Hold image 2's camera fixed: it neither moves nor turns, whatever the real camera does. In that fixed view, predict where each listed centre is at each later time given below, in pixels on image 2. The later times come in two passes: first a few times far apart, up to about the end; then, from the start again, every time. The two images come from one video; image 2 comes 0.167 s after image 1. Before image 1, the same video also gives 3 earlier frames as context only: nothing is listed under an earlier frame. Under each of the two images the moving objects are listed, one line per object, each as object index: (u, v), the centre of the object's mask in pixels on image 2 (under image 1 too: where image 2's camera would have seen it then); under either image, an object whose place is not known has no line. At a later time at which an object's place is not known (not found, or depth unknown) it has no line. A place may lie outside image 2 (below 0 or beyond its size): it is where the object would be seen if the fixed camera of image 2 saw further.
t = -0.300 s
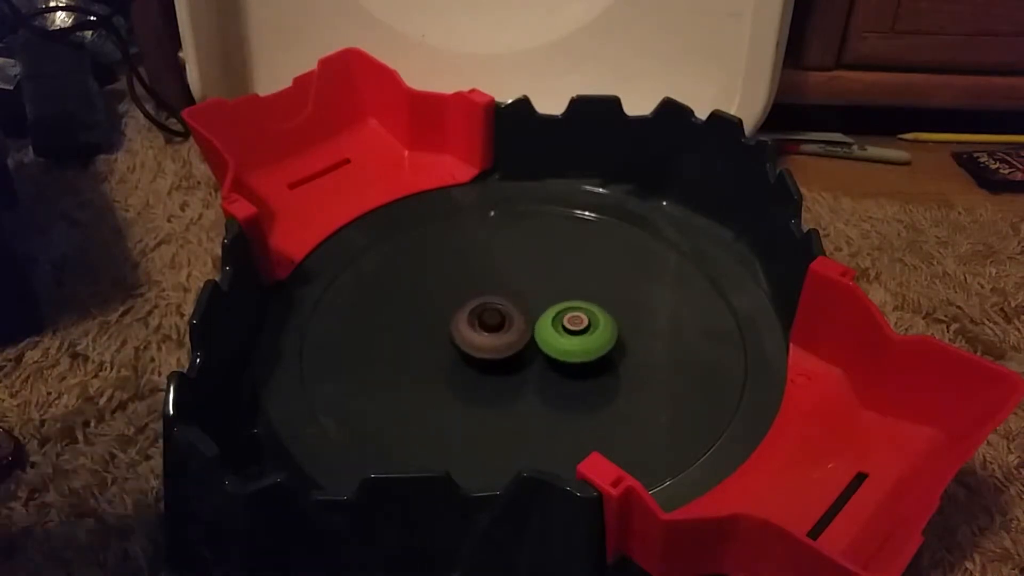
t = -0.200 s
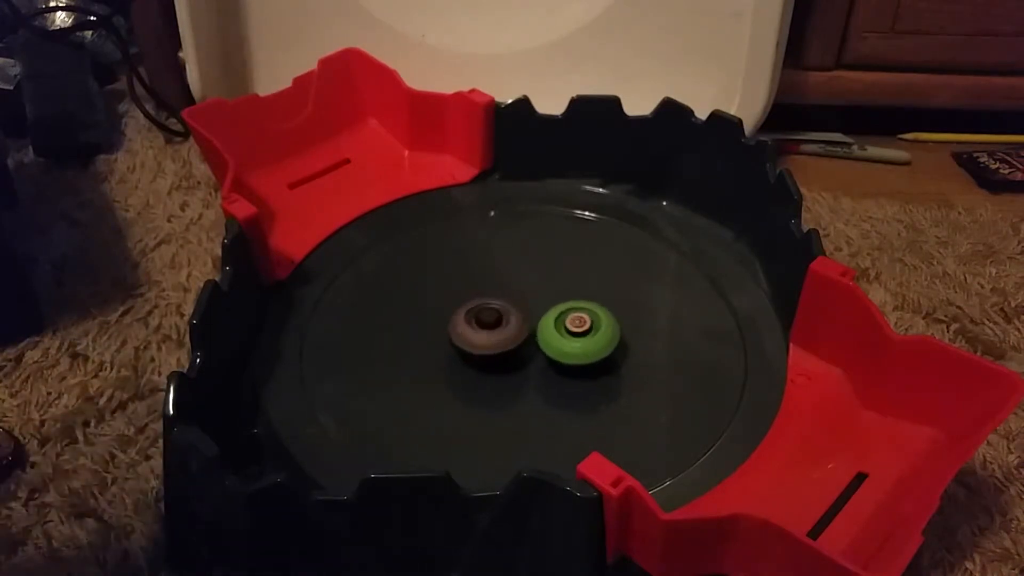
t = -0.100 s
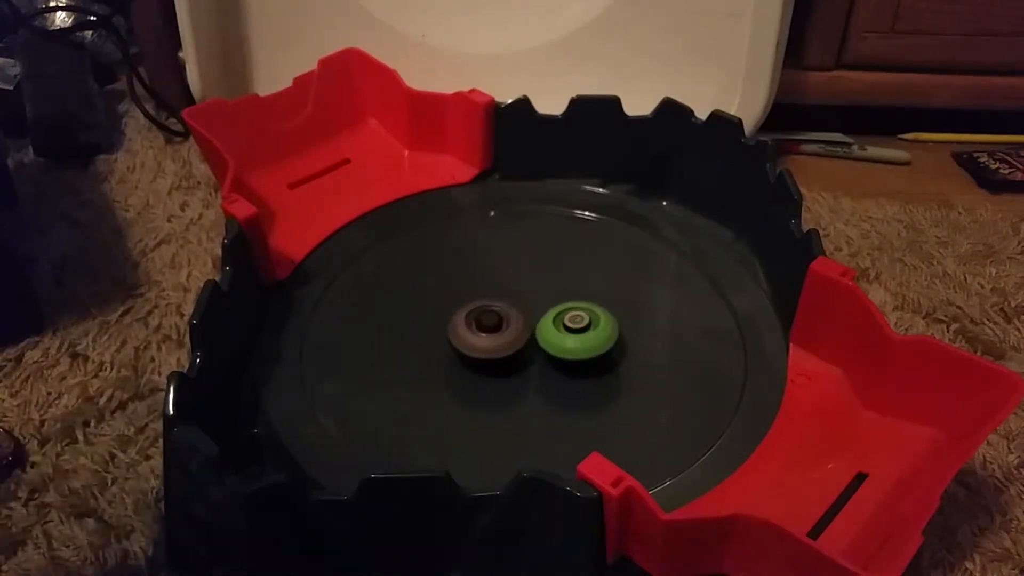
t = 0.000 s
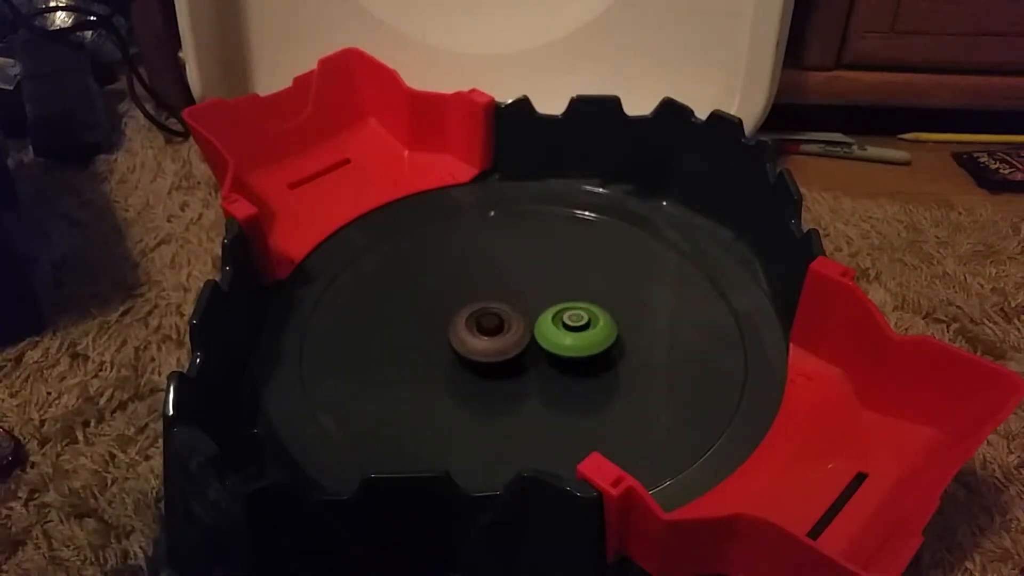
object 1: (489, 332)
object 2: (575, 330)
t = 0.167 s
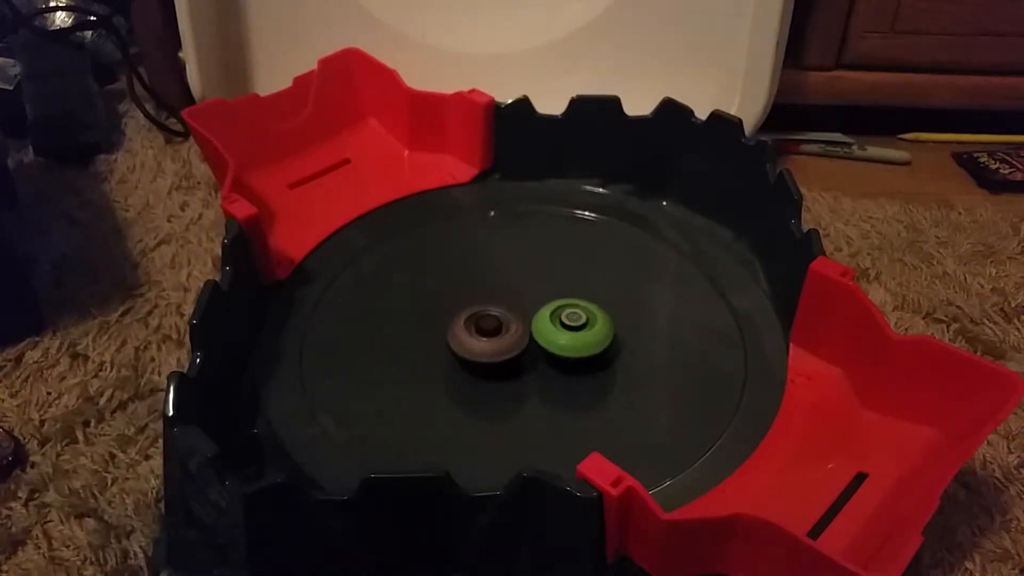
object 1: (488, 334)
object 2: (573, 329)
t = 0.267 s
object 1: (487, 336)
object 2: (571, 326)
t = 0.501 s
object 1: (489, 339)
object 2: (570, 321)
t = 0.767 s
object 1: (492, 343)
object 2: (571, 319)
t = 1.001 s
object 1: (493, 347)
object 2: (566, 318)
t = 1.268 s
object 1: (483, 351)
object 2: (571, 311)
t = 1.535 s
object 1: (480, 349)
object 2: (575, 307)
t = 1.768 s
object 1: (496, 349)
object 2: (565, 307)
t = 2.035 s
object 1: (507, 357)
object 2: (550, 301)
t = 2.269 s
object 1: (502, 360)
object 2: (548, 297)
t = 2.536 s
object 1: (508, 354)
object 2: (541, 300)
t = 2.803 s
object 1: (516, 358)
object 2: (533, 298)
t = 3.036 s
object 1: (517, 359)
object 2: (529, 298)
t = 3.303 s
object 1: (517, 364)
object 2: (527, 293)
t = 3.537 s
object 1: (507, 370)
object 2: (534, 281)
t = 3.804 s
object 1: (517, 361)
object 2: (525, 299)
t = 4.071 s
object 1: (529, 368)
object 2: (499, 303)
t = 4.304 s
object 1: (529, 365)
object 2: (496, 304)
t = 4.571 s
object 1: (543, 361)
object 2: (494, 309)
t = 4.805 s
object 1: (549, 361)
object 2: (490, 313)
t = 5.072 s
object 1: (548, 357)
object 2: (487, 313)
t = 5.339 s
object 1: (556, 355)
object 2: (487, 318)
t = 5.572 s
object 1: (556, 353)
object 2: (483, 319)
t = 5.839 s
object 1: (566, 357)
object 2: (481, 314)
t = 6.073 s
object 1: (570, 358)
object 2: (490, 320)
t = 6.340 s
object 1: (576, 353)
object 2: (486, 322)
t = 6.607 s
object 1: (578, 345)
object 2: (485, 331)
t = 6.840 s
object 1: (580, 338)
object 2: (485, 334)
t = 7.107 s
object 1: (580, 333)
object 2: (493, 337)
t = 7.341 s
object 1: (578, 327)
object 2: (497, 340)
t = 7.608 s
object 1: (592, 328)
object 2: (485, 341)
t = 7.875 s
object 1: (568, 317)
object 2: (487, 345)
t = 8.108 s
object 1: (568, 308)
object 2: (497, 345)
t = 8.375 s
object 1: (576, 307)
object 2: (486, 342)
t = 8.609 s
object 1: (559, 311)
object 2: (483, 339)
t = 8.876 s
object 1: (558, 312)
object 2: (478, 335)
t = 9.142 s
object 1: (602, 331)
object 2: (432, 323)
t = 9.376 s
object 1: (577, 337)
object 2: (456, 317)
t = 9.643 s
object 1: (536, 361)
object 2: (502, 307)
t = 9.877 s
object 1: (537, 378)
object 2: (517, 295)
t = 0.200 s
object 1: (487, 335)
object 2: (572, 328)
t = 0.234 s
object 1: (487, 336)
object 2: (571, 326)
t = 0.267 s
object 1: (487, 336)
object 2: (571, 326)
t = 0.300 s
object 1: (487, 337)
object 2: (570, 325)
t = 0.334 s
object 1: (487, 337)
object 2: (570, 324)
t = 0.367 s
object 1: (488, 338)
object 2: (570, 323)
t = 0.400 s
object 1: (488, 338)
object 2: (570, 322)
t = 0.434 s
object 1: (487, 339)
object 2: (571, 322)
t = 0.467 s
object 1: (488, 339)
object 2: (571, 322)
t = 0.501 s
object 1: (489, 339)
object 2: (570, 321)
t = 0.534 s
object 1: (489, 340)
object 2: (570, 320)
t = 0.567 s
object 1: (489, 341)
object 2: (570, 320)
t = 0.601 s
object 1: (490, 340)
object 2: (570, 319)
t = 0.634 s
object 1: (491, 342)
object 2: (570, 319)
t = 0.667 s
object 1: (492, 342)
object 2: (569, 319)
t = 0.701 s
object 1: (491, 343)
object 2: (571, 318)
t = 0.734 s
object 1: (490, 342)
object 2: (572, 319)
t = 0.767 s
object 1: (492, 343)
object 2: (571, 319)
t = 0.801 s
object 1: (492, 344)
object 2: (569, 318)
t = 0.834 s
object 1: (493, 345)
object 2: (569, 318)
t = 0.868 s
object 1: (493, 345)
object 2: (569, 318)
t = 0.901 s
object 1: (493, 346)
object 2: (569, 318)
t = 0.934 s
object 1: (493, 346)
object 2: (569, 318)
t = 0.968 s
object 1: (493, 346)
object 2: (568, 318)
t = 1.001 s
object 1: (493, 347)
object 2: (566, 318)
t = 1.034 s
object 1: (493, 347)
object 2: (566, 317)
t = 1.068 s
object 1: (492, 347)
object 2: (566, 317)
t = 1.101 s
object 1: (492, 347)
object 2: (565, 317)
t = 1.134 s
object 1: (493, 348)
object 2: (563, 316)
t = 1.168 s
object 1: (492, 348)
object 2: (562, 316)
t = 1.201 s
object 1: (492, 348)
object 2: (562, 315)
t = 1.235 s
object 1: (491, 349)
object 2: (564, 314)
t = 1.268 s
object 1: (483, 351)
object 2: (571, 311)
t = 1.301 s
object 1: (480, 351)
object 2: (575, 310)
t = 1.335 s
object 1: (480, 350)
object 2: (575, 310)
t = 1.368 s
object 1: (480, 351)
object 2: (575, 309)
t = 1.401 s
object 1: (479, 351)
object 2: (575, 308)
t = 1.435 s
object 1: (478, 351)
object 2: (575, 307)
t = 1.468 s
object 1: (478, 350)
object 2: (576, 307)
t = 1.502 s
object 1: (479, 349)
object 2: (575, 307)
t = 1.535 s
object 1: (480, 349)
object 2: (575, 307)
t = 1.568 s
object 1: (481, 349)
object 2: (574, 306)
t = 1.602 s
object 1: (483, 348)
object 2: (573, 307)
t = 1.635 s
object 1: (485, 348)
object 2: (572, 307)
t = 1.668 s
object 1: (488, 348)
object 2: (571, 307)
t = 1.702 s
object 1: (490, 348)
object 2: (569, 307)
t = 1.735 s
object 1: (493, 348)
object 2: (567, 307)
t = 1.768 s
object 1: (496, 349)
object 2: (565, 307)
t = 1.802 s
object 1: (498, 349)
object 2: (563, 307)
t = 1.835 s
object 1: (500, 351)
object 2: (561, 306)
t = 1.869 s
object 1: (502, 352)
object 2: (558, 305)
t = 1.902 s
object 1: (504, 353)
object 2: (556, 305)
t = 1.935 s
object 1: (505, 354)
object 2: (554, 304)
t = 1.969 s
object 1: (506, 355)
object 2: (552, 303)
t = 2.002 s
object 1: (506, 356)
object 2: (551, 302)
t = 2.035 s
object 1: (507, 357)
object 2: (550, 301)
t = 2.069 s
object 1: (507, 358)
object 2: (550, 300)
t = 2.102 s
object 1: (506, 359)
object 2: (549, 299)
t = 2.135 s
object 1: (506, 360)
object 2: (549, 299)
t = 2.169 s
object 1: (505, 360)
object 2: (549, 298)
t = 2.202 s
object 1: (504, 360)
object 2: (549, 298)
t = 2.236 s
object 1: (503, 360)
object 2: (549, 298)
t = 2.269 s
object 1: (502, 360)
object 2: (548, 297)
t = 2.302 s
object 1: (502, 359)
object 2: (548, 297)
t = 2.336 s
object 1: (501, 359)
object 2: (548, 297)
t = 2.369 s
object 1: (502, 358)
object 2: (548, 298)
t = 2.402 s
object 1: (502, 357)
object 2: (547, 298)
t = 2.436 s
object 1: (504, 356)
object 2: (546, 298)
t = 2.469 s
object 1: (505, 355)
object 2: (544, 299)
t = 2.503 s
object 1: (507, 355)
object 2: (543, 300)
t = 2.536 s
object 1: (508, 354)
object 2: (541, 300)
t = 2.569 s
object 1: (508, 355)
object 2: (541, 299)
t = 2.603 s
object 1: (509, 354)
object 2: (540, 299)
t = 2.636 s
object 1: (510, 355)
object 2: (539, 299)
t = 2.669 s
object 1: (511, 355)
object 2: (537, 299)
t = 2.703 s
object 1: (512, 356)
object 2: (536, 299)
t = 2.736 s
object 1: (514, 356)
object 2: (535, 298)
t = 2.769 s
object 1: (515, 357)
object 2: (534, 298)
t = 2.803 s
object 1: (516, 358)
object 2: (533, 298)
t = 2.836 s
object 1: (516, 358)
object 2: (532, 297)
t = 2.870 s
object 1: (516, 358)
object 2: (532, 297)
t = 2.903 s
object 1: (517, 359)
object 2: (531, 298)
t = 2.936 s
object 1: (517, 359)
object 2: (531, 298)
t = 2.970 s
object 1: (517, 359)
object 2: (530, 298)
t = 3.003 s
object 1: (517, 359)
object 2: (529, 298)
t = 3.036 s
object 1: (517, 359)
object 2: (529, 298)
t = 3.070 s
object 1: (517, 358)
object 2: (529, 298)
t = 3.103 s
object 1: (517, 358)
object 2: (528, 299)
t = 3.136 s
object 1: (518, 357)
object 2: (526, 299)
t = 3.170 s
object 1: (518, 357)
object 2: (525, 299)
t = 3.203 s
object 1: (519, 356)
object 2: (525, 299)
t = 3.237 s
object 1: (519, 356)
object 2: (525, 298)
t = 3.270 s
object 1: (519, 356)
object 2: (525, 298)
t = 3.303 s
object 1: (517, 364)
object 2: (527, 293)
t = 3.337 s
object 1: (514, 368)
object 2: (530, 286)
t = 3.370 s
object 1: (512, 370)
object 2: (532, 283)
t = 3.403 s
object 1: (510, 370)
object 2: (533, 282)
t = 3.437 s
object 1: (510, 370)
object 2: (533, 282)
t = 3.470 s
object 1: (508, 371)
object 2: (534, 281)
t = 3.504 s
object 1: (507, 371)
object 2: (534, 281)
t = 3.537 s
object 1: (507, 370)
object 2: (534, 281)
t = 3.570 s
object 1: (506, 370)
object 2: (533, 282)
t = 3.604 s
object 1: (506, 369)
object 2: (533, 283)
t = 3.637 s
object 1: (507, 368)
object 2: (533, 284)
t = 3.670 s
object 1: (507, 366)
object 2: (534, 286)
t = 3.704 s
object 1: (508, 365)
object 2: (532, 289)
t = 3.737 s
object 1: (511, 363)
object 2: (531, 293)
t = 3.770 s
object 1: (514, 361)
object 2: (528, 297)
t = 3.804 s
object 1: (517, 361)
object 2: (525, 299)
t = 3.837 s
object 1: (520, 364)
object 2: (521, 300)
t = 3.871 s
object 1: (521, 365)
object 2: (518, 301)
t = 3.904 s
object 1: (524, 365)
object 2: (514, 301)
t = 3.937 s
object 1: (527, 366)
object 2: (511, 303)
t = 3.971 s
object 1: (529, 367)
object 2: (507, 303)
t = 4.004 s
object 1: (529, 368)
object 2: (504, 303)
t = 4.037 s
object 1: (529, 368)
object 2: (501, 303)
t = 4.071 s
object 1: (529, 368)
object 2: (499, 303)
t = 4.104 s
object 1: (530, 368)
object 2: (498, 302)
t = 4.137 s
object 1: (530, 368)
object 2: (498, 303)
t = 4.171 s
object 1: (529, 368)
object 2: (498, 303)
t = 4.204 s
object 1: (529, 368)
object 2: (497, 304)
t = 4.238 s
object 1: (528, 367)
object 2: (496, 304)
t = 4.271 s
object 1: (528, 366)
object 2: (496, 304)
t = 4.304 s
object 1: (529, 365)
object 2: (496, 304)
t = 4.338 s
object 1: (530, 365)
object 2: (496, 305)
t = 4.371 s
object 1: (531, 365)
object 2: (496, 305)
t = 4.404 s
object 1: (531, 364)
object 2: (495, 306)
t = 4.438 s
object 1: (533, 363)
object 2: (496, 307)
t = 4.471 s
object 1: (535, 363)
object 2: (495, 307)
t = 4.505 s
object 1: (538, 362)
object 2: (495, 307)
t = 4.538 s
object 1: (540, 361)
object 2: (495, 308)
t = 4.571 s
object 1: (543, 361)
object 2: (494, 309)
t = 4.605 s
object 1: (546, 361)
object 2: (492, 310)
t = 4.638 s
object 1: (547, 361)
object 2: (491, 310)
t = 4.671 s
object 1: (548, 361)
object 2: (491, 310)
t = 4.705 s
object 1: (548, 361)
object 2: (491, 310)
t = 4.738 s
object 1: (548, 361)
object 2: (491, 311)
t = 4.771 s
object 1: (549, 361)
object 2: (491, 312)
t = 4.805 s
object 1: (549, 361)
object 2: (490, 313)
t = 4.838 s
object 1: (548, 361)
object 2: (489, 314)
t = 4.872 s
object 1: (547, 360)
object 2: (488, 314)
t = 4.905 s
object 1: (547, 359)
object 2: (488, 314)
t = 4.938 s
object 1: (547, 358)
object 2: (488, 314)
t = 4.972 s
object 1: (547, 358)
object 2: (488, 315)
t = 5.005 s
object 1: (547, 358)
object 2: (487, 314)
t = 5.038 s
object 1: (547, 358)
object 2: (487, 314)
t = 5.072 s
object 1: (548, 357)
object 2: (487, 313)
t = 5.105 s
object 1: (549, 357)
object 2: (487, 313)
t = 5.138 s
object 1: (550, 357)
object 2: (488, 313)
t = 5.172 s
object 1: (551, 356)
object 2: (488, 314)
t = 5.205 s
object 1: (552, 355)
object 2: (488, 315)
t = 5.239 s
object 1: (553, 356)
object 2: (487, 316)
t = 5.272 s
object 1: (554, 355)
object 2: (486, 316)
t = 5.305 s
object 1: (555, 355)
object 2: (486, 317)
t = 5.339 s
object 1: (556, 355)
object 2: (487, 318)
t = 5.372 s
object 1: (556, 354)
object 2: (486, 319)
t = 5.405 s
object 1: (557, 354)
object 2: (486, 319)
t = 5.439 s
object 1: (556, 353)
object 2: (485, 320)
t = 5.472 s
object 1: (556, 353)
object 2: (485, 320)
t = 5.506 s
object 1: (556, 353)
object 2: (485, 320)
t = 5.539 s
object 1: (556, 353)
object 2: (484, 320)
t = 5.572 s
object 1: (556, 353)
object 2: (483, 319)
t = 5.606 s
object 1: (555, 352)
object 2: (484, 319)
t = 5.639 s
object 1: (556, 352)
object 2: (484, 318)
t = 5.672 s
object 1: (556, 351)
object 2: (484, 318)
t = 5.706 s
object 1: (557, 351)
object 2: (484, 319)
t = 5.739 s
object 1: (562, 353)
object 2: (482, 319)
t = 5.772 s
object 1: (566, 356)
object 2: (478, 316)
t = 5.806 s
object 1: (566, 357)
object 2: (478, 314)
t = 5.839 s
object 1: (566, 357)
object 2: (481, 314)
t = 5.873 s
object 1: (565, 356)
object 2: (483, 316)
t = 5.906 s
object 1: (565, 355)
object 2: (486, 317)
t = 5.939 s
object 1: (565, 354)
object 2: (487, 317)
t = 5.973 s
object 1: (566, 354)
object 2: (489, 318)
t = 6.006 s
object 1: (565, 354)
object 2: (491, 319)
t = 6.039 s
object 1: (564, 354)
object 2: (493, 321)
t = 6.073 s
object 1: (570, 358)
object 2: (490, 320)
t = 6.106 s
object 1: (574, 359)
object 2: (486, 316)
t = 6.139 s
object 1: (575, 360)
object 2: (484, 316)
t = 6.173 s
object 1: (575, 361)
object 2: (484, 315)
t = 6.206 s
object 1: (574, 359)
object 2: (485, 315)
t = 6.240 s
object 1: (573, 357)
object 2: (486, 316)
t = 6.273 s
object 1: (574, 355)
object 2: (486, 317)
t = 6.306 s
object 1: (575, 354)
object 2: (486, 319)
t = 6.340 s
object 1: (576, 353)
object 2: (486, 322)
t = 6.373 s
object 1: (577, 353)
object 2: (485, 323)
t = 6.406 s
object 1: (577, 352)
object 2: (485, 324)
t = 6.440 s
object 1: (576, 350)
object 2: (485, 325)
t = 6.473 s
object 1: (577, 349)
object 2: (485, 325)
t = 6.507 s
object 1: (577, 348)
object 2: (486, 327)
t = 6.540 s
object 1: (578, 347)
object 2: (487, 328)
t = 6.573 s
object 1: (578, 346)
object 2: (486, 330)
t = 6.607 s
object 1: (578, 345)
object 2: (485, 331)
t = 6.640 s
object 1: (578, 345)
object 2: (483, 332)
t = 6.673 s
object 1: (579, 344)
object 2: (483, 332)
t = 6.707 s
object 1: (578, 344)
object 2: (482, 333)
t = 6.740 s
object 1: (579, 342)
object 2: (482, 333)
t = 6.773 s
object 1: (579, 340)
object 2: (484, 332)
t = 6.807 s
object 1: (579, 339)
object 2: (484, 333)
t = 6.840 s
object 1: (580, 338)
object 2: (485, 334)
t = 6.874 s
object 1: (580, 338)
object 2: (486, 335)
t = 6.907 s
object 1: (579, 338)
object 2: (488, 335)
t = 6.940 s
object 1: (579, 336)
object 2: (489, 334)
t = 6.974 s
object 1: (578, 335)
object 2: (490, 335)
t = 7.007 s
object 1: (578, 333)
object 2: (491, 336)
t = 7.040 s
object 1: (578, 332)
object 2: (492, 337)
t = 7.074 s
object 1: (579, 332)
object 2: (493, 337)
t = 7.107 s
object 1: (580, 333)
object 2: (493, 337)
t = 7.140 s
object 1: (579, 333)
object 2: (493, 336)
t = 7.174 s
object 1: (578, 332)
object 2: (492, 335)
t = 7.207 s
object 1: (577, 331)
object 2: (493, 336)
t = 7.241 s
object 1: (576, 329)
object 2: (494, 337)
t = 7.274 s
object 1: (576, 327)
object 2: (495, 338)
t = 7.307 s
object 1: (577, 326)
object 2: (496, 339)
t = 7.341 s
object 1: (578, 327)
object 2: (497, 340)
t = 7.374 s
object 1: (579, 328)
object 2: (497, 339)
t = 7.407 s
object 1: (581, 330)
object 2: (497, 338)
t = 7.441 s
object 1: (582, 330)
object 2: (498, 339)
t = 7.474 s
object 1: (582, 329)
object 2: (497, 340)
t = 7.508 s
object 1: (588, 327)
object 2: (491, 341)
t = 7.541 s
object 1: (591, 326)
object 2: (486, 341)
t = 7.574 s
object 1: (592, 327)
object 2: (485, 341)
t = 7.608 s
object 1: (592, 328)
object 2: (485, 341)
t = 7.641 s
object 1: (590, 328)
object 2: (486, 341)
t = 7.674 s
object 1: (587, 328)
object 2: (486, 341)
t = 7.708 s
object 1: (583, 325)
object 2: (487, 343)
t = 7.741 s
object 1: (579, 324)
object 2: (487, 345)
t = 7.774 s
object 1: (575, 323)
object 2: (488, 345)
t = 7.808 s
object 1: (571, 321)
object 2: (489, 344)
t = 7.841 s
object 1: (567, 319)
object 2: (490, 344)
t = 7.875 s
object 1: (568, 317)
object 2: (487, 345)
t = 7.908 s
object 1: (568, 314)
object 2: (485, 345)
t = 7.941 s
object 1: (567, 310)
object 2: (486, 346)
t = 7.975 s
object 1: (567, 310)
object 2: (488, 346)
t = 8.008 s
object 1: (569, 308)
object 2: (489, 346)
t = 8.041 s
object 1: (568, 308)
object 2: (491, 345)
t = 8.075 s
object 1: (569, 308)
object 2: (495, 346)
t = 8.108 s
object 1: (568, 308)
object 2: (497, 345)
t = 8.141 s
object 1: (568, 308)
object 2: (498, 346)
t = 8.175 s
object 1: (569, 308)
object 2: (501, 346)
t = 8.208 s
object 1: (569, 308)
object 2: (500, 346)
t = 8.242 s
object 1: (570, 308)
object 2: (500, 345)
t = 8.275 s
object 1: (570, 309)
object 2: (501, 344)
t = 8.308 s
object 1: (572, 308)
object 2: (497, 343)
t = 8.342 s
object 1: (575, 307)
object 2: (490, 343)
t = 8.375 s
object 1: (576, 307)
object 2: (486, 342)
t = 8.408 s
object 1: (575, 307)
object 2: (483, 343)
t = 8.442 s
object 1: (573, 308)
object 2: (479, 344)
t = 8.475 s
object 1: (571, 308)
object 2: (476, 344)
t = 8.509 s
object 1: (567, 310)
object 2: (477, 343)
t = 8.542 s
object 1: (564, 309)
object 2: (479, 343)
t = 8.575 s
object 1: (561, 310)
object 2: (482, 341)
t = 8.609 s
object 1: (559, 311)
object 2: (483, 339)
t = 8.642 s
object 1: (558, 311)
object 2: (483, 339)
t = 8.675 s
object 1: (560, 310)
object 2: (482, 338)
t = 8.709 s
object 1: (559, 310)
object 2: (481, 338)
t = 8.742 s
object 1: (558, 311)
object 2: (481, 338)
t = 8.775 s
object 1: (557, 311)
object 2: (482, 336)
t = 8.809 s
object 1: (555, 312)
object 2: (481, 336)
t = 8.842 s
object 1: (557, 312)
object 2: (480, 335)
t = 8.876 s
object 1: (558, 312)
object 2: (478, 335)
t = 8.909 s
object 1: (557, 313)
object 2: (477, 336)
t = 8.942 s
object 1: (556, 315)
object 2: (478, 336)
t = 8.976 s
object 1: (558, 316)
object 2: (473, 336)
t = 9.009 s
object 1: (574, 319)
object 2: (456, 334)
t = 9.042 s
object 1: (586, 320)
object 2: (446, 332)
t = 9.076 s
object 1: (593, 325)
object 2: (440, 329)
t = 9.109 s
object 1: (596, 328)
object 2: (435, 326)
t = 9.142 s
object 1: (602, 331)
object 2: (432, 323)
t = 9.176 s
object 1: (602, 333)
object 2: (430, 319)
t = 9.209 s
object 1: (600, 335)
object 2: (433, 315)
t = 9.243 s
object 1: (597, 336)
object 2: (438, 315)
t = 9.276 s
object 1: (592, 337)
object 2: (442, 315)
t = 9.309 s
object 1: (587, 336)
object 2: (446, 316)
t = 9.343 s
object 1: (582, 336)
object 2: (451, 317)
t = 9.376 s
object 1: (577, 337)
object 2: (456, 317)
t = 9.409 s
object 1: (571, 337)
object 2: (462, 318)
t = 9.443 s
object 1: (566, 337)
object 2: (467, 318)
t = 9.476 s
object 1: (559, 338)
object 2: (475, 319)
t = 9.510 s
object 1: (552, 339)
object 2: (482, 319)
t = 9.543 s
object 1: (549, 344)
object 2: (486, 316)
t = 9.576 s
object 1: (545, 350)
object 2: (490, 313)
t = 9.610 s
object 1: (539, 355)
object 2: (496, 310)
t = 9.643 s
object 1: (536, 361)
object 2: (502, 307)
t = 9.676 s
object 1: (533, 366)
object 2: (507, 304)
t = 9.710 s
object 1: (533, 370)
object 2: (512, 301)
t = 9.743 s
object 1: (533, 373)
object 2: (515, 300)
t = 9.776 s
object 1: (534, 375)
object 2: (517, 299)
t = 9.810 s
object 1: (535, 377)
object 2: (517, 297)
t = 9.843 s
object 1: (536, 378)
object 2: (517, 296)
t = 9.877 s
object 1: (537, 378)
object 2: (517, 295)
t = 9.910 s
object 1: (538, 379)
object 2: (517, 294)
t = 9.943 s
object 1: (538, 379)
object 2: (517, 295)
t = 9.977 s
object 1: (537, 378)
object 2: (517, 295)
